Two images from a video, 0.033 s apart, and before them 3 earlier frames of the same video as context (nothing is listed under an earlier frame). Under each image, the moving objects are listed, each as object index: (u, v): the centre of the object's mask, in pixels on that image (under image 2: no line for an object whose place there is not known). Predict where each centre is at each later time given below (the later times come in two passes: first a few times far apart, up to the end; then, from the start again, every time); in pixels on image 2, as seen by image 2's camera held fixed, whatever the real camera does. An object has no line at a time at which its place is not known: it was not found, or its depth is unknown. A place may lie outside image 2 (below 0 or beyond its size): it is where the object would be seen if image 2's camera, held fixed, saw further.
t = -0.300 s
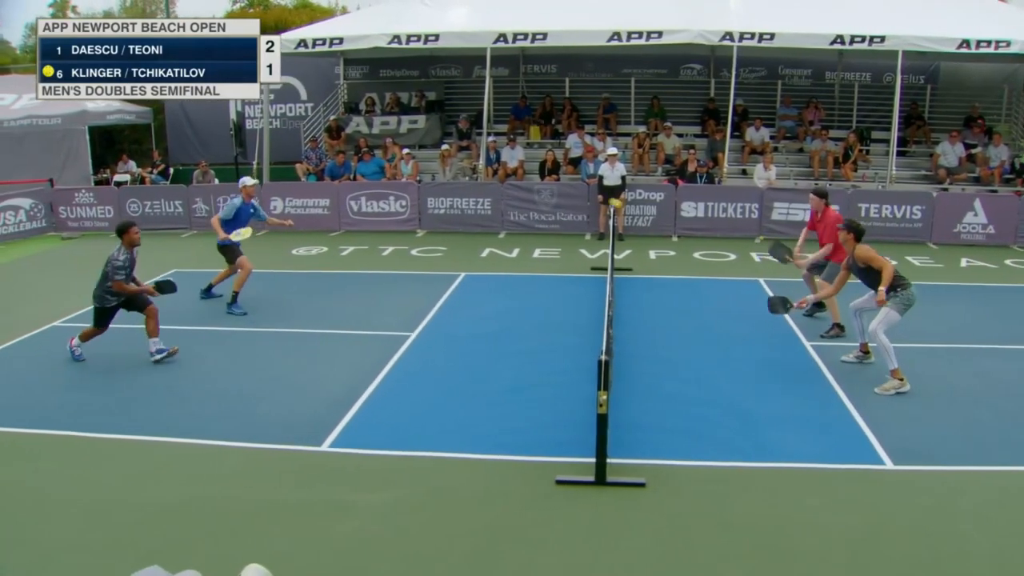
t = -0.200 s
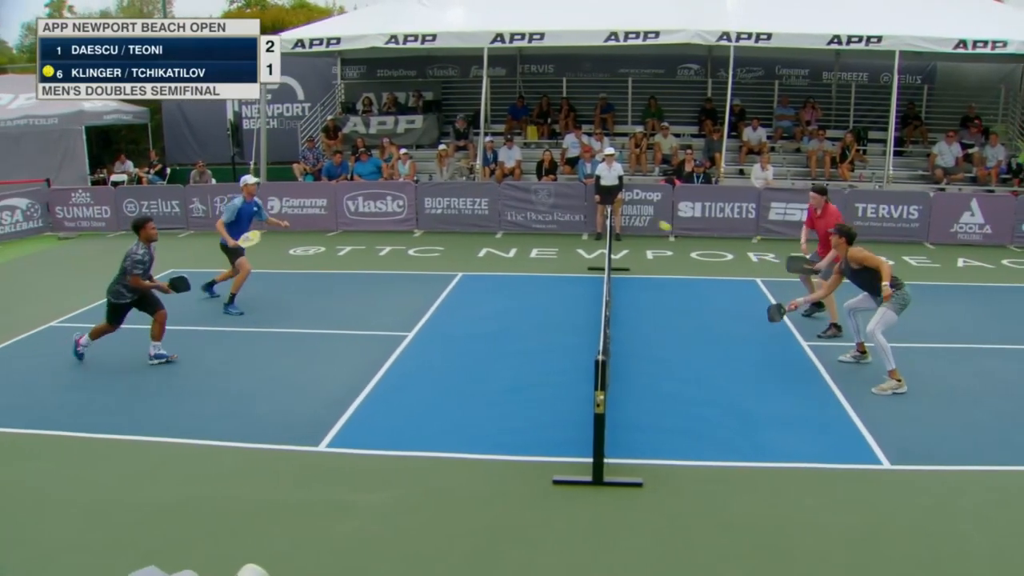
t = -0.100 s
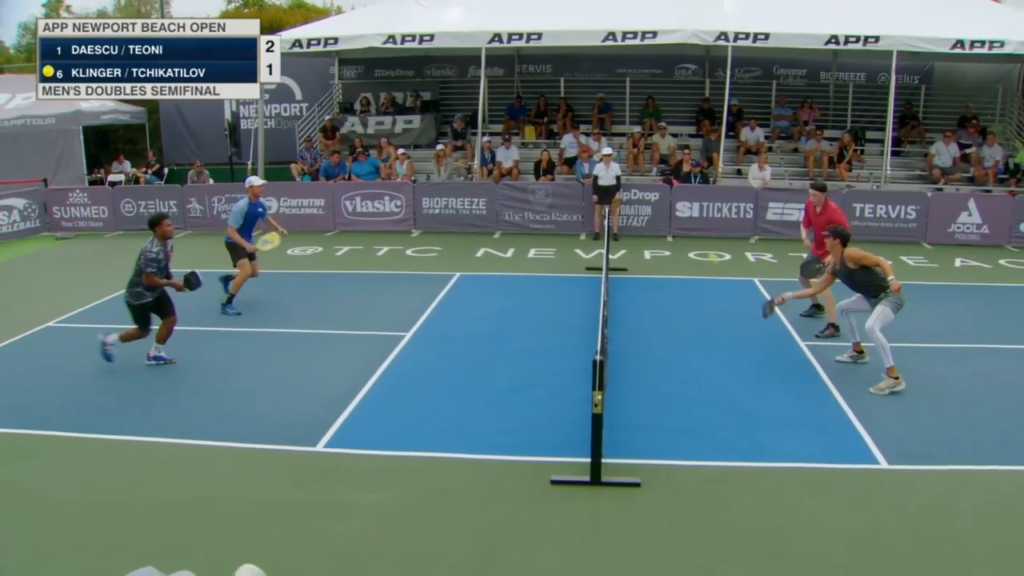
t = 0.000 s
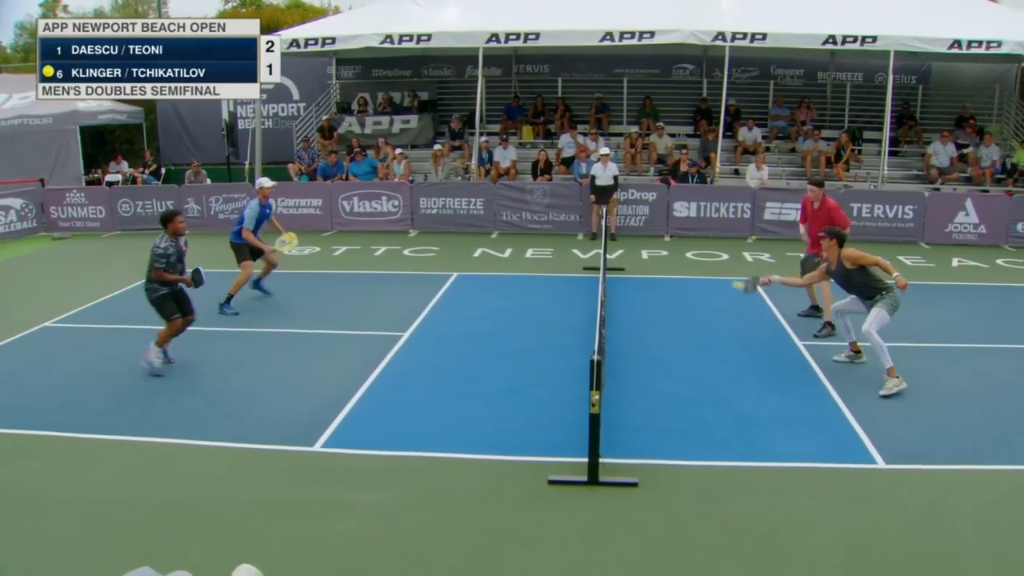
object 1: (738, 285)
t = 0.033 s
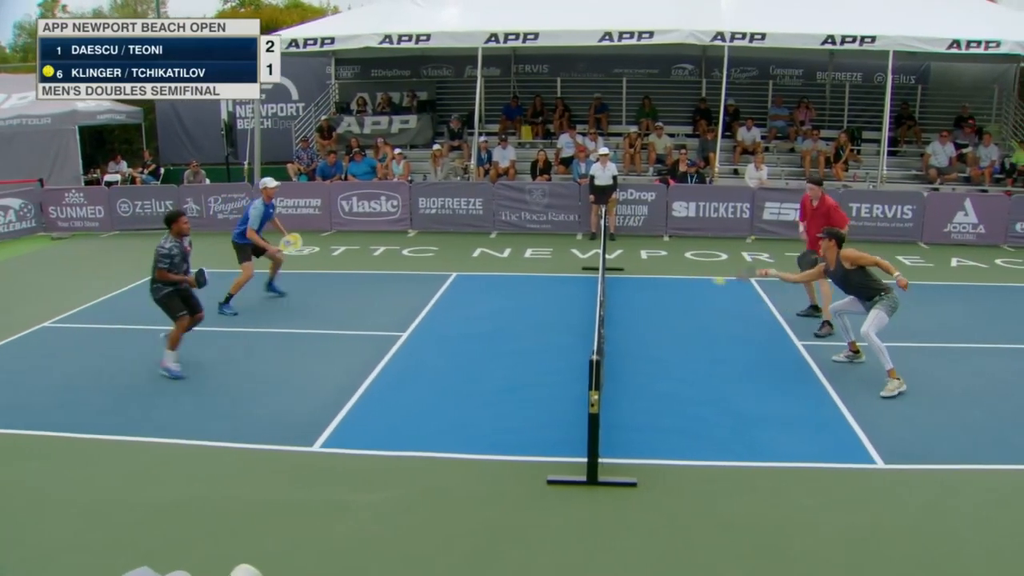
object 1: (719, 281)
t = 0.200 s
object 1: (619, 276)
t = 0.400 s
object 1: (487, 315)
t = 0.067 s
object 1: (699, 277)
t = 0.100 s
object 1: (680, 275)
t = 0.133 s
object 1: (660, 274)
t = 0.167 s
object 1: (640, 274)
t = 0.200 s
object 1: (619, 276)
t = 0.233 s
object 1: (597, 280)
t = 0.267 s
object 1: (576, 284)
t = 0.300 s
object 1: (554, 290)
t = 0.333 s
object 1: (532, 296)
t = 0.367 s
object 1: (509, 305)
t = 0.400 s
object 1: (487, 315)
